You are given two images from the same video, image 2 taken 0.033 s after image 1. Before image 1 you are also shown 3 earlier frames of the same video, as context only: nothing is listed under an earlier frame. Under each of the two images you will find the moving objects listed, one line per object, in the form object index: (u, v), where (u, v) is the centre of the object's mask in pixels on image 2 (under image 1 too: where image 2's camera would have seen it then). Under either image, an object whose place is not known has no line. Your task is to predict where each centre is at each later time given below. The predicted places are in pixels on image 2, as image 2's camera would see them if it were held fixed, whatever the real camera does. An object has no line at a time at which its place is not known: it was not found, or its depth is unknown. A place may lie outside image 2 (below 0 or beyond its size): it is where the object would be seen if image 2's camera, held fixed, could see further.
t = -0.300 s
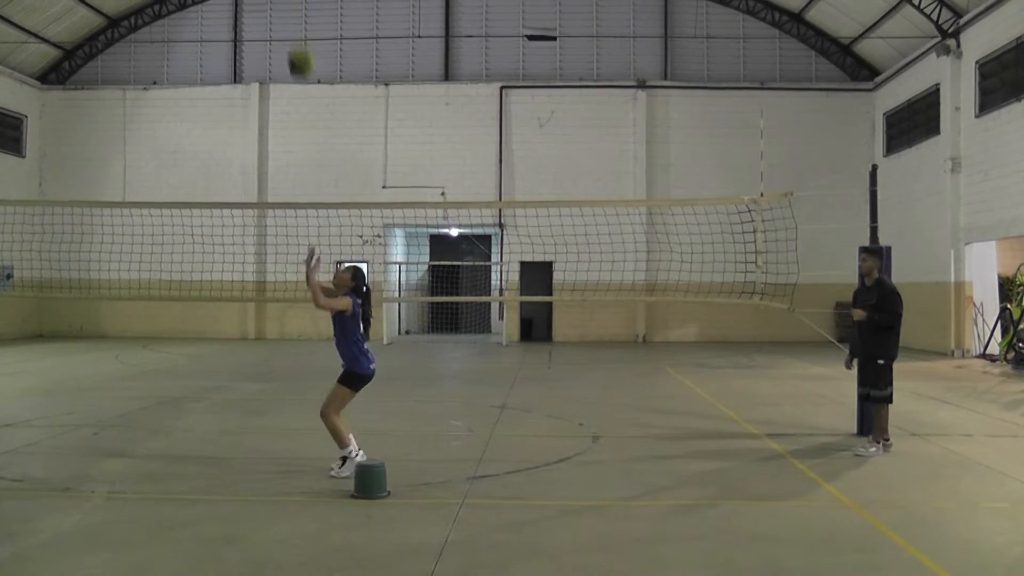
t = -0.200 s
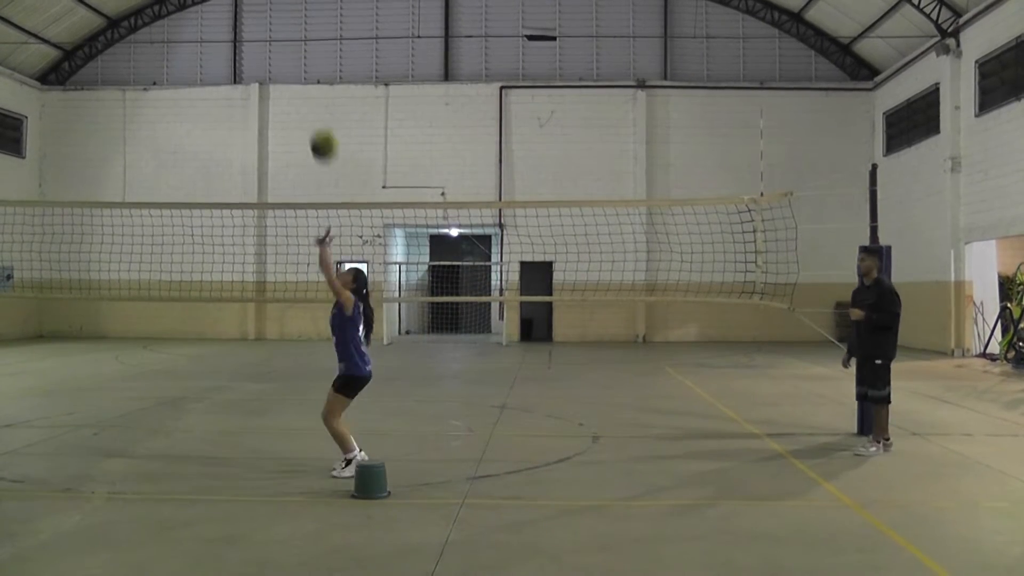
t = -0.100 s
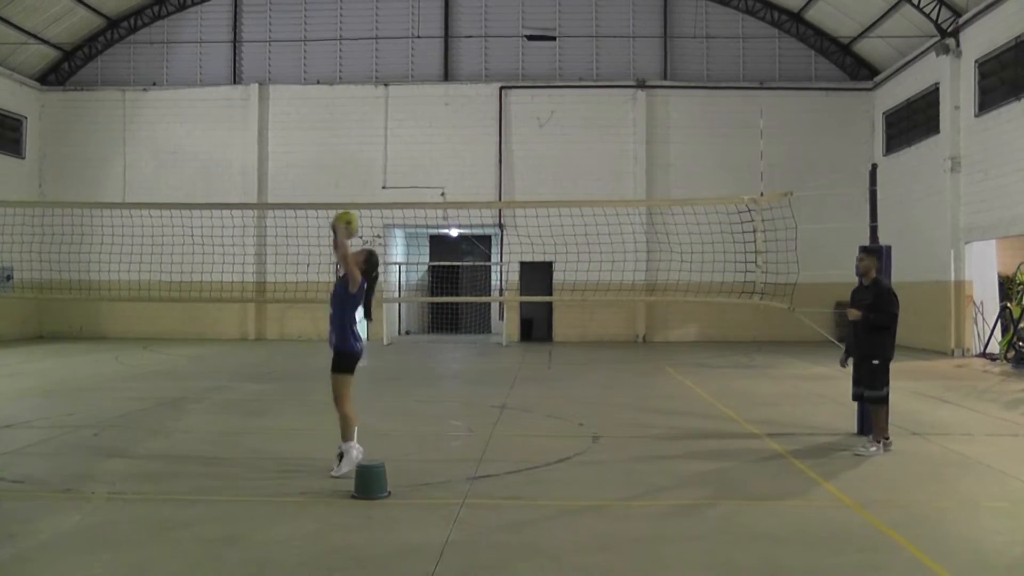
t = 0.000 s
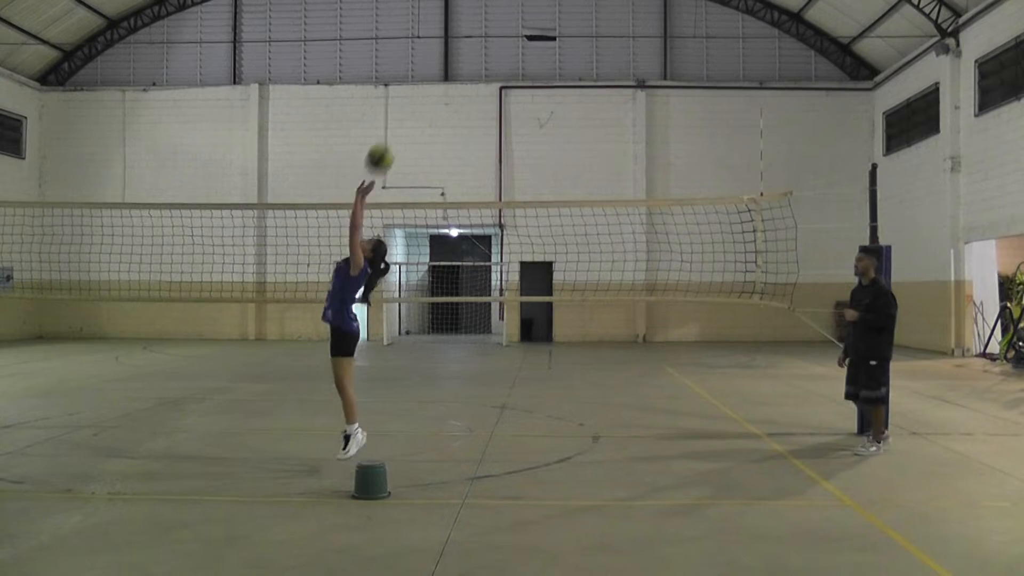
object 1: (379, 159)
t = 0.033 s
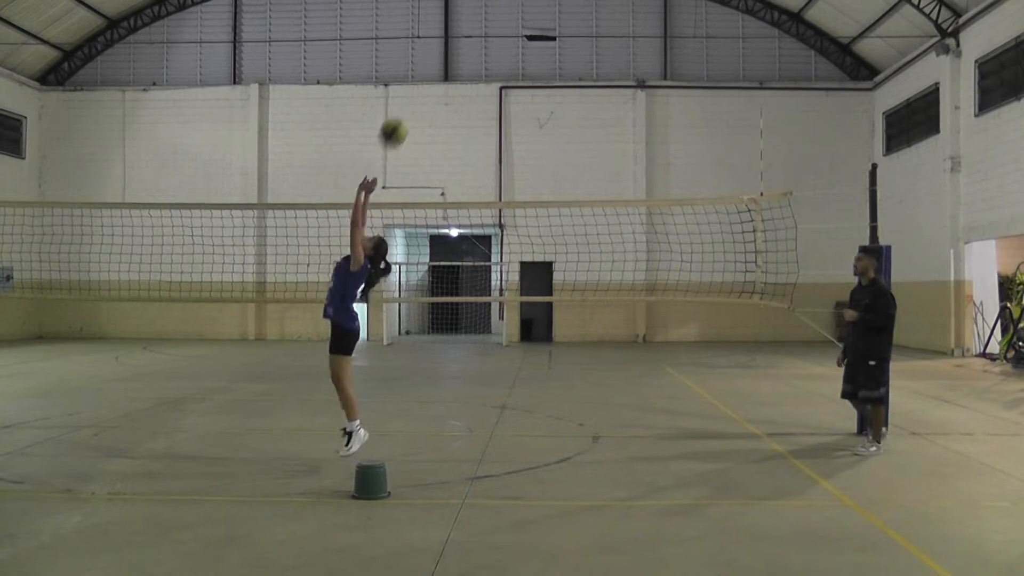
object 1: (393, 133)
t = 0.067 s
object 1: (407, 108)
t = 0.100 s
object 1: (421, 86)
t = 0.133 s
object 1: (435, 65)
